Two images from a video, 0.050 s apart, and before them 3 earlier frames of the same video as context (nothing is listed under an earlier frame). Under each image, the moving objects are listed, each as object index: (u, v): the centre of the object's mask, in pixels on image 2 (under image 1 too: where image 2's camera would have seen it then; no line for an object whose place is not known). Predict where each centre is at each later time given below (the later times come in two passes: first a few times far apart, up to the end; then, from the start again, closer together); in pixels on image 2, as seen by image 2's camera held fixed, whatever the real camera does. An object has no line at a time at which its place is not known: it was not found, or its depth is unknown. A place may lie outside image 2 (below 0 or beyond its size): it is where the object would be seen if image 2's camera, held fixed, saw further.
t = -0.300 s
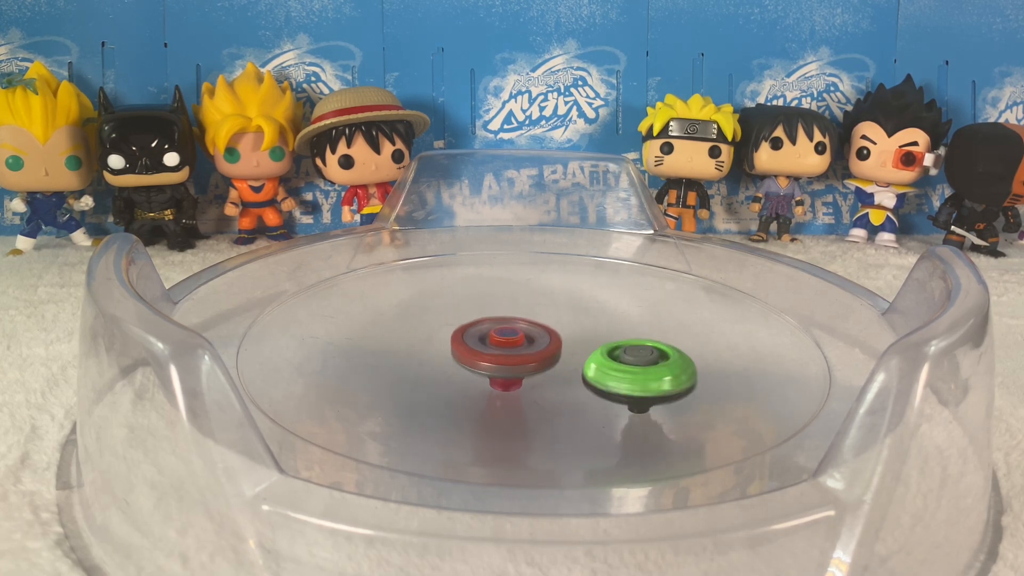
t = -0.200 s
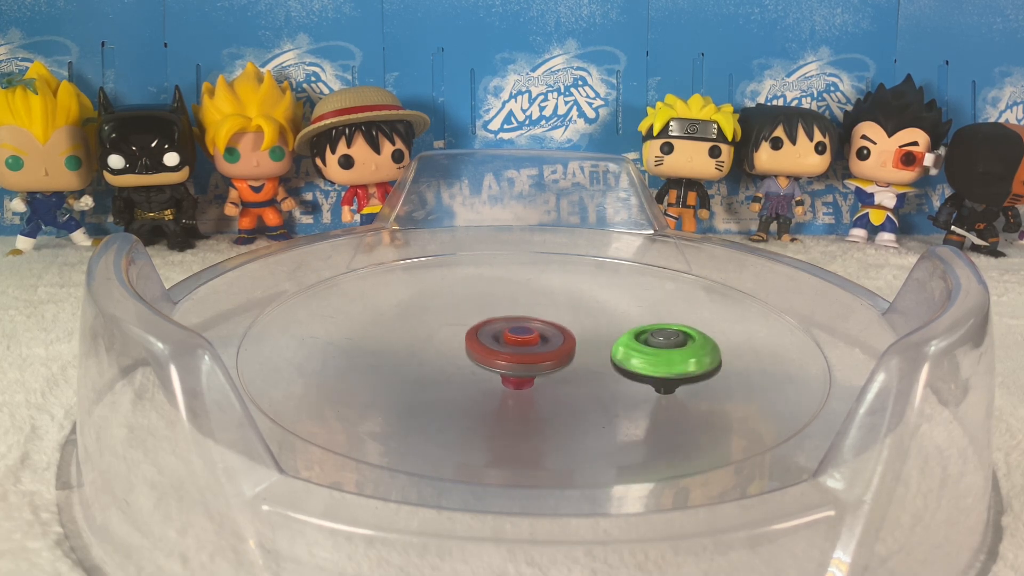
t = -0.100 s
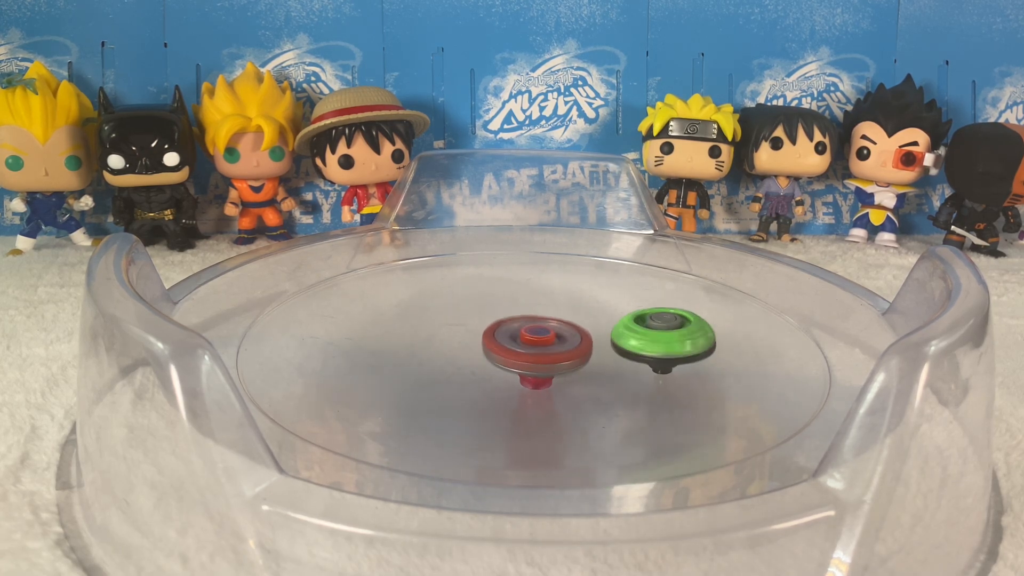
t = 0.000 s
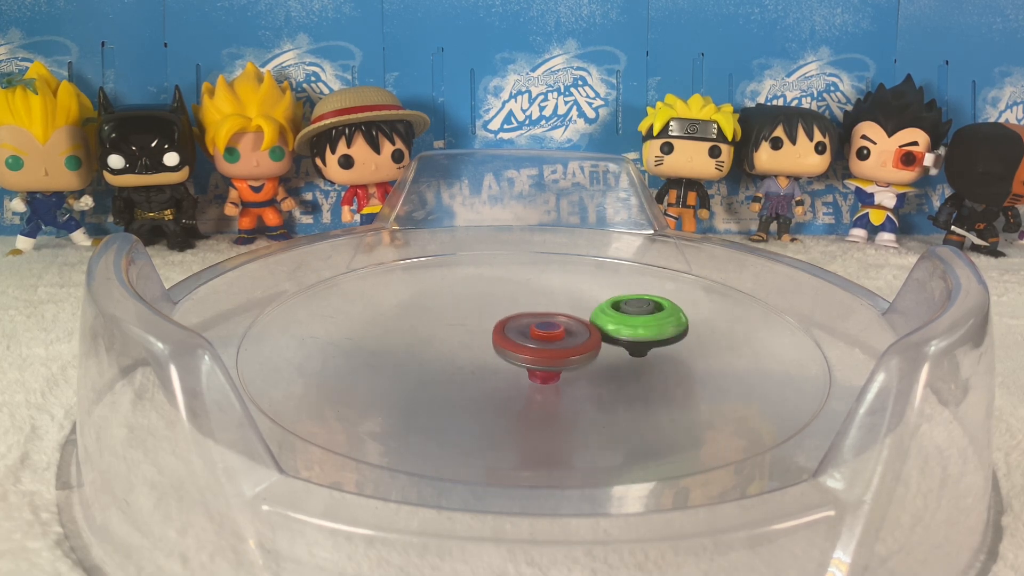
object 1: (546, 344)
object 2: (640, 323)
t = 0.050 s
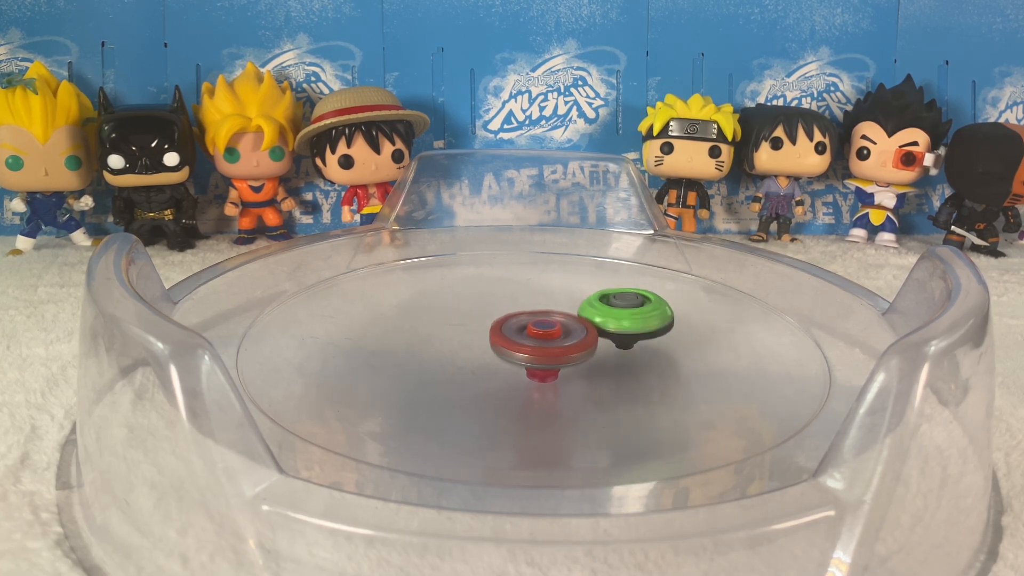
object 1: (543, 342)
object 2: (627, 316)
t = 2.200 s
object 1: (527, 352)
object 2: (455, 314)
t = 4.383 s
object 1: (549, 345)
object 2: (435, 348)
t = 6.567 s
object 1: (569, 345)
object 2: (460, 347)
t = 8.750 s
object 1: (507, 354)
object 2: (516, 300)
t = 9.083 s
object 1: (545, 349)
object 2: (445, 314)
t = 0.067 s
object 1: (541, 341)
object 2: (622, 313)
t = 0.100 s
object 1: (537, 340)
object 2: (610, 310)
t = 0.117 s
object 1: (536, 339)
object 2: (605, 308)
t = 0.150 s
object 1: (524, 342)
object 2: (596, 303)
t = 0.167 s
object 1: (515, 344)
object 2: (595, 297)
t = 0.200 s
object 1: (501, 347)
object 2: (590, 290)
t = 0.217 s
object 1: (496, 349)
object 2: (586, 287)
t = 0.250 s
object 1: (488, 352)
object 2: (573, 284)
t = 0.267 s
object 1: (487, 353)
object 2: (566, 283)
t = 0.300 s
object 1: (486, 356)
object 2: (551, 282)
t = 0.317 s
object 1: (487, 357)
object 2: (543, 282)
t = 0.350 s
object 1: (492, 361)
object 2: (528, 282)
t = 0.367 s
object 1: (494, 362)
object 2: (521, 283)
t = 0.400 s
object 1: (502, 364)
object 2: (507, 285)
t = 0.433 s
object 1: (511, 366)
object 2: (493, 288)
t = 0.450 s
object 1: (516, 367)
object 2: (487, 289)
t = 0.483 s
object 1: (526, 368)
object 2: (476, 294)
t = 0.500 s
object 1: (532, 368)
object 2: (470, 296)
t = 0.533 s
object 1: (542, 367)
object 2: (461, 301)
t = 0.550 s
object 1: (547, 367)
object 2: (457, 304)
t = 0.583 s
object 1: (556, 365)
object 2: (450, 310)
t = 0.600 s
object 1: (560, 364)
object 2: (447, 313)
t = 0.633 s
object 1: (567, 361)
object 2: (443, 320)
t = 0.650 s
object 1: (570, 360)
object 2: (442, 323)
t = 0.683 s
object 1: (574, 356)
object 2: (441, 330)
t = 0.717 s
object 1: (575, 352)
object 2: (442, 338)
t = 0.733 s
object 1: (575, 350)
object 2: (443, 341)
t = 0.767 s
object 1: (573, 347)
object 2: (448, 348)
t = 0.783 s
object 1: (571, 345)
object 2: (451, 352)
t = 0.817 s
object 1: (567, 341)
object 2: (459, 358)
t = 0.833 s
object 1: (564, 339)
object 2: (464, 362)
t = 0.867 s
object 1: (558, 336)
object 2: (475, 367)
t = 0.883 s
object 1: (555, 334)
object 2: (481, 369)
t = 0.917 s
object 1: (548, 329)
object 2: (494, 374)
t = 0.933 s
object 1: (542, 327)
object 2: (501, 375)
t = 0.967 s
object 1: (531, 325)
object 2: (515, 379)
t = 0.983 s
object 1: (526, 325)
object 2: (512, 380)
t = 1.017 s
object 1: (514, 325)
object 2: (528, 381)
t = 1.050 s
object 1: (505, 328)
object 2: (553, 382)
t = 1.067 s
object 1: (501, 329)
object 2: (561, 382)
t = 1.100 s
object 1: (492, 330)
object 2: (574, 381)
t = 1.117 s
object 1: (488, 331)
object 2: (581, 381)
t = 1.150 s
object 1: (481, 333)
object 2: (593, 379)
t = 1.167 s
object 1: (477, 335)
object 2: (599, 378)
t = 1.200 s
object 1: (473, 338)
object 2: (608, 376)
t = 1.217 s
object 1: (471, 339)
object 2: (612, 374)
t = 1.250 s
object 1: (469, 343)
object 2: (620, 371)
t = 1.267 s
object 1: (469, 345)
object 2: (623, 369)
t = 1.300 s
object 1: (470, 349)
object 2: (627, 366)
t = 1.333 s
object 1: (473, 352)
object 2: (629, 362)
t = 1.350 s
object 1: (476, 354)
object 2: (629, 360)
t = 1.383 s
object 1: (483, 357)
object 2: (629, 356)
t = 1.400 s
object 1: (486, 358)
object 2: (628, 355)
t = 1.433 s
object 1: (496, 361)
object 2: (624, 351)
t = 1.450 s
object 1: (501, 362)
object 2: (622, 349)
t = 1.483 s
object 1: (512, 363)
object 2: (617, 346)
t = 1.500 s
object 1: (517, 363)
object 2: (615, 344)
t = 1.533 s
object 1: (523, 363)
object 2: (614, 339)
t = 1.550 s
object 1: (523, 363)
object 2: (614, 336)
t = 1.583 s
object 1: (524, 363)
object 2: (611, 331)
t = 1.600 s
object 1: (526, 362)
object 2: (608, 329)
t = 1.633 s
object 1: (531, 361)
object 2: (602, 325)
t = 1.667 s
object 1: (536, 359)
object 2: (593, 320)
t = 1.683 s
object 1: (539, 358)
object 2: (588, 318)
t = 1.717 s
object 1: (543, 357)
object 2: (579, 314)
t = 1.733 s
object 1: (542, 357)
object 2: (574, 313)
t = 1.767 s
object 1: (543, 356)
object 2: (564, 309)
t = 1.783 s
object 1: (543, 355)
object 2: (559, 308)
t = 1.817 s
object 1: (542, 353)
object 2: (549, 307)
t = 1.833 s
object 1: (542, 352)
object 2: (543, 306)
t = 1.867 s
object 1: (540, 350)
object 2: (532, 304)
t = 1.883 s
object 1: (540, 350)
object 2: (528, 303)
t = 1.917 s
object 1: (536, 350)
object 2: (518, 302)
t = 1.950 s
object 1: (532, 349)
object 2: (508, 302)
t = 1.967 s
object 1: (531, 348)
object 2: (503, 302)
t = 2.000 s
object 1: (529, 347)
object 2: (494, 302)
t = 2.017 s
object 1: (529, 347)
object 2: (489, 303)
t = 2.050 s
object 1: (529, 347)
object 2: (481, 305)
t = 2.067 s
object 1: (527, 348)
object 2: (478, 306)
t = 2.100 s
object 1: (526, 350)
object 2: (470, 307)
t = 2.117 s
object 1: (525, 351)
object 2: (467, 308)
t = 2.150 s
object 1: (524, 352)
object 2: (462, 311)
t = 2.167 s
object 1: (525, 352)
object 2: (459, 312)
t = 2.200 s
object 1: (527, 352)
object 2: (455, 314)
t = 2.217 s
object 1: (528, 353)
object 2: (453, 316)
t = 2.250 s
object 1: (531, 353)
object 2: (450, 320)
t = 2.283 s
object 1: (533, 353)
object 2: (448, 323)
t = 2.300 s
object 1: (534, 353)
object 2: (448, 325)
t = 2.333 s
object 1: (539, 353)
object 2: (446, 328)
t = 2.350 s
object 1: (540, 353)
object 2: (446, 329)
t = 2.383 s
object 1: (544, 352)
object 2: (446, 332)
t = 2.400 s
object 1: (550, 353)
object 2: (444, 333)
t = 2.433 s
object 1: (557, 352)
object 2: (443, 335)
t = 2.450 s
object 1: (559, 352)
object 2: (443, 336)
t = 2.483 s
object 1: (563, 350)
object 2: (446, 340)
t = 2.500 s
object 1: (564, 349)
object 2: (447, 341)
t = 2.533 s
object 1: (565, 347)
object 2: (452, 345)
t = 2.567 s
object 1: (565, 344)
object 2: (458, 348)
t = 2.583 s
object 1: (567, 343)
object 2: (459, 350)
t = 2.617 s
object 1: (571, 340)
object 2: (461, 352)
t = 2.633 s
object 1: (572, 338)
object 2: (463, 353)
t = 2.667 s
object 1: (570, 335)
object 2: (470, 356)
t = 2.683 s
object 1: (569, 334)
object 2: (474, 358)
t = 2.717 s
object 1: (566, 332)
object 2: (482, 360)
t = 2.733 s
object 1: (565, 330)
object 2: (484, 362)
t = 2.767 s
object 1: (563, 327)
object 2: (492, 364)
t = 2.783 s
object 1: (561, 326)
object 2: (485, 364)
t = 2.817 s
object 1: (556, 322)
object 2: (495, 365)
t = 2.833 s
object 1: (554, 320)
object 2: (498, 367)
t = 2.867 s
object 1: (549, 317)
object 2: (507, 368)
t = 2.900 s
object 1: (543, 316)
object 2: (517, 368)
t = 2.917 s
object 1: (540, 315)
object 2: (533, 369)
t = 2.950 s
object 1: (532, 315)
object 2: (543, 369)
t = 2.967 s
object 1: (527, 315)
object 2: (547, 369)
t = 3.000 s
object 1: (519, 317)
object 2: (557, 367)
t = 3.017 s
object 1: (515, 319)
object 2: (561, 367)
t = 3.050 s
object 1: (509, 323)
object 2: (570, 365)
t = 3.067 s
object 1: (506, 324)
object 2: (574, 365)
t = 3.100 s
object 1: (502, 325)
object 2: (585, 364)
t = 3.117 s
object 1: (500, 327)
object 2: (588, 363)
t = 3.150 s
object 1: (497, 329)
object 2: (595, 360)
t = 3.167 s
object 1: (496, 330)
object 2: (597, 359)
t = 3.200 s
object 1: (496, 333)
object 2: (601, 356)
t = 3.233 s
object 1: (497, 337)
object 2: (604, 352)
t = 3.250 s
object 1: (498, 338)
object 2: (604, 351)
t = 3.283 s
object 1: (495, 340)
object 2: (611, 347)
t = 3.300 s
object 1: (490, 340)
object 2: (619, 346)
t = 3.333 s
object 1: (484, 341)
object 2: (629, 342)
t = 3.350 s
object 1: (483, 341)
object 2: (632, 340)
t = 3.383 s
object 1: (484, 343)
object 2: (633, 336)
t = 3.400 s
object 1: (485, 344)
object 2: (632, 335)
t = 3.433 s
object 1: (489, 347)
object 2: (630, 331)
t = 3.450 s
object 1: (492, 348)
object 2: (628, 329)
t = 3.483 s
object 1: (498, 350)
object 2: (623, 326)
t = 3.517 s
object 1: (504, 352)
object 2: (618, 323)
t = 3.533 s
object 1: (508, 353)
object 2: (614, 322)
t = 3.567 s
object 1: (515, 354)
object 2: (607, 320)
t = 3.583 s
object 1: (519, 354)
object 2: (604, 319)
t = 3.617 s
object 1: (527, 354)
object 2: (597, 317)
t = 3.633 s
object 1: (531, 353)
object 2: (593, 316)
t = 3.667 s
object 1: (538, 352)
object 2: (586, 312)
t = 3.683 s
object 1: (537, 353)
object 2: (582, 311)
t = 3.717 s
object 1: (534, 356)
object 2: (576, 306)
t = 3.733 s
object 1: (532, 357)
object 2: (572, 305)
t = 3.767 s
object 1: (531, 358)
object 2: (564, 303)
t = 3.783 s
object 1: (532, 358)
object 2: (559, 302)
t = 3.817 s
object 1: (535, 357)
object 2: (549, 301)
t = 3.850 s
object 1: (539, 357)
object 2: (539, 301)
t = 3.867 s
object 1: (542, 356)
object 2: (533, 302)
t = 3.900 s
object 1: (546, 355)
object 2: (523, 302)
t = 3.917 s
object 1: (548, 354)
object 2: (518, 303)
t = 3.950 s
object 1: (550, 352)
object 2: (507, 304)
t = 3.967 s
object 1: (551, 351)
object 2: (502, 306)
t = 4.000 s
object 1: (551, 350)
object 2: (493, 309)
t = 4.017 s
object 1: (551, 349)
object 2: (488, 311)
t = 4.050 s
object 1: (552, 348)
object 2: (480, 314)
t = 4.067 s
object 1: (553, 348)
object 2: (475, 315)
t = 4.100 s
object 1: (553, 348)
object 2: (468, 318)
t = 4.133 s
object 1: (552, 348)
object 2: (462, 321)
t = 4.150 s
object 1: (551, 348)
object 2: (459, 323)
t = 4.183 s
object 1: (548, 347)
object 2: (453, 327)
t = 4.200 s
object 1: (550, 348)
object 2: (450, 327)
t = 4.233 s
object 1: (552, 348)
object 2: (442, 330)
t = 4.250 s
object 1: (552, 348)
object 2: (440, 332)
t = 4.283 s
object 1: (553, 348)
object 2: (436, 335)
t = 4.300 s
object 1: (552, 348)
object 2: (435, 337)
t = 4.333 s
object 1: (551, 347)
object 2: (434, 342)
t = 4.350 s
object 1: (551, 346)
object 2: (434, 343)
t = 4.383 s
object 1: (549, 345)
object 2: (435, 348)
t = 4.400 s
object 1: (549, 345)
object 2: (436, 350)
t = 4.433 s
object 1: (549, 344)
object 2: (439, 354)
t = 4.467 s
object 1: (548, 343)
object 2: (444, 357)
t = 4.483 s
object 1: (548, 343)
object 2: (447, 359)
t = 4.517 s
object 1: (551, 343)
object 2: (448, 363)
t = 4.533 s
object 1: (553, 342)
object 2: (449, 364)
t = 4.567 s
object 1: (557, 342)
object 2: (454, 368)
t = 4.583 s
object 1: (557, 342)
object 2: (458, 369)
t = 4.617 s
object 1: (557, 342)
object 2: (465, 372)
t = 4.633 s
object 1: (557, 342)
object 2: (469, 373)
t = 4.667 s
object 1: (555, 342)
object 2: (477, 375)
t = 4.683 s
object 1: (554, 341)
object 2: (482, 376)
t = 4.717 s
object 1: (554, 339)
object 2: (489, 378)
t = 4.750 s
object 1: (552, 337)
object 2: (498, 380)
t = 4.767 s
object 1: (551, 335)
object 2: (502, 380)
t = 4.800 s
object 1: (550, 333)
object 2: (510, 381)
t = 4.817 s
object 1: (549, 332)
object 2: (514, 382)
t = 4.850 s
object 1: (547, 330)
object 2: (523, 382)
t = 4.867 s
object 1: (546, 329)
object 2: (528, 382)
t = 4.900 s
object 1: (542, 329)
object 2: (537, 381)
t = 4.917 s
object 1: (539, 328)
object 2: (542, 381)
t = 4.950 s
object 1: (533, 328)
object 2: (550, 379)
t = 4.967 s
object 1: (530, 327)
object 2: (555, 379)
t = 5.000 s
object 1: (525, 326)
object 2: (565, 381)
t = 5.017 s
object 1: (523, 326)
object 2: (569, 381)
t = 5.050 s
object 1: (519, 326)
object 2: (577, 379)
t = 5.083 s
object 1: (515, 327)
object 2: (585, 377)
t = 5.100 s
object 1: (514, 327)
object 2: (589, 376)
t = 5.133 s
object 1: (511, 329)
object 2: (594, 373)
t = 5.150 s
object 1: (509, 329)
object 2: (596, 371)
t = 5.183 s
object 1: (508, 332)
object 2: (600, 367)
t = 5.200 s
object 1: (508, 333)
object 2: (601, 365)
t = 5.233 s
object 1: (508, 335)
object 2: (602, 362)
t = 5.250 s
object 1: (507, 335)
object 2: (606, 360)
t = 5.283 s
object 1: (499, 334)
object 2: (617, 358)
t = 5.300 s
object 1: (497, 334)
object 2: (619, 357)
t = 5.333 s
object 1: (494, 333)
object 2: (621, 353)
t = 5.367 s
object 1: (493, 334)
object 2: (621, 349)
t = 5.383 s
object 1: (494, 335)
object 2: (620, 347)
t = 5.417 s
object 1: (495, 336)
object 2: (619, 343)
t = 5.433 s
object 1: (496, 337)
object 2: (617, 341)
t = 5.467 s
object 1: (498, 338)
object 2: (613, 338)
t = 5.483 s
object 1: (499, 339)
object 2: (611, 336)
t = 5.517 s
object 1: (501, 340)
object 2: (605, 333)
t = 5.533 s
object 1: (502, 341)
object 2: (602, 331)
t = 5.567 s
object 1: (499, 342)
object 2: (600, 327)
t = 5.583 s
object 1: (496, 343)
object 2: (600, 325)
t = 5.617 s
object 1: (491, 343)
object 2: (596, 322)
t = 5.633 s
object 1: (490, 343)
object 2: (593, 321)
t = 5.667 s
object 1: (490, 343)
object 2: (586, 318)
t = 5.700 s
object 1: (493, 343)
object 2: (580, 316)
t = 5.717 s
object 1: (495, 343)
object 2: (577, 315)
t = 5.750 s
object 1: (499, 344)
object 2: (570, 313)
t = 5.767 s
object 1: (501, 344)
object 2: (567, 311)
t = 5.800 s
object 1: (503, 345)
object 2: (560, 309)
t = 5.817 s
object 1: (502, 345)
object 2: (557, 308)
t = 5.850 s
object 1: (503, 347)
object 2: (549, 306)
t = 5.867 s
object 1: (504, 347)
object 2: (546, 305)
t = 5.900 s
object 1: (505, 348)
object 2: (538, 305)
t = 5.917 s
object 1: (507, 349)
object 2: (534, 304)
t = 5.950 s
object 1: (510, 349)
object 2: (525, 304)
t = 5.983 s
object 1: (513, 350)
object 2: (517, 304)
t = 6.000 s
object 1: (515, 351)
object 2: (513, 305)
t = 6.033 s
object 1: (518, 352)
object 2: (505, 305)
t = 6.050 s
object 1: (520, 352)
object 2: (501, 306)
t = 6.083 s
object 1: (524, 355)
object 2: (494, 307)
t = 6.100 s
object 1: (527, 356)
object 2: (491, 306)
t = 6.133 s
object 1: (532, 359)
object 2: (484, 307)
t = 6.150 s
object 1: (535, 360)
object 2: (481, 308)
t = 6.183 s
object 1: (542, 360)
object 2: (476, 309)
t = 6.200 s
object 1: (545, 360)
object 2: (473, 311)
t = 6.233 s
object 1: (553, 359)
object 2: (469, 313)
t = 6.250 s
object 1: (556, 358)
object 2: (467, 314)
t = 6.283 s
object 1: (562, 357)
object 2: (463, 317)
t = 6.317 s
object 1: (566, 355)
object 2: (461, 321)
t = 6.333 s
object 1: (566, 354)
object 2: (460, 322)
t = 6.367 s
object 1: (567, 351)
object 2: (459, 326)
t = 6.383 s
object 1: (567, 350)
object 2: (459, 328)
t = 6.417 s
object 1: (565, 348)
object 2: (460, 332)
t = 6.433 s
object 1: (564, 347)
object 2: (460, 334)
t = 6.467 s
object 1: (566, 346)
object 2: (458, 337)
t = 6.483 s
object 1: (567, 346)
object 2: (458, 339)
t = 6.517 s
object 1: (568, 346)
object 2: (459, 342)
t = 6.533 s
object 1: (567, 345)
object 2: (460, 344)
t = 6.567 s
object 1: (569, 345)
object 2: (460, 347)
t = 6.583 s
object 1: (570, 345)
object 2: (461, 349)
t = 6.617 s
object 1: (571, 344)
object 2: (463, 352)
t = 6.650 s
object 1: (571, 343)
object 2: (466, 356)
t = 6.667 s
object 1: (572, 343)
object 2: (466, 357)
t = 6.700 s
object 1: (576, 341)
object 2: (465, 360)
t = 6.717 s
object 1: (576, 341)
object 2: (466, 361)
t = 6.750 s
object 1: (575, 340)
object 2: (470, 364)
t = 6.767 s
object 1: (574, 340)
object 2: (472, 366)
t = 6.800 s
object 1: (570, 339)
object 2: (478, 368)
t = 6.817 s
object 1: (569, 339)
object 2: (481, 369)
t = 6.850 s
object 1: (566, 338)
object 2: (487, 371)
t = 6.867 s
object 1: (564, 338)
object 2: (490, 372)
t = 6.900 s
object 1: (564, 336)
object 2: (493, 374)
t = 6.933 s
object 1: (564, 334)
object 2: (498, 376)
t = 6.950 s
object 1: (563, 334)
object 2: (501, 376)
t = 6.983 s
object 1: (562, 332)
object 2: (507, 377)
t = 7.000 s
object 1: (561, 331)
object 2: (499, 377)
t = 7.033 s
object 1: (558, 330)
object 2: (506, 377)
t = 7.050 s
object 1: (557, 329)
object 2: (509, 377)
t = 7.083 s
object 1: (555, 328)
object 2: (514, 378)
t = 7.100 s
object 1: (554, 328)
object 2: (517, 378)
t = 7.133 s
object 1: (552, 327)
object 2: (523, 378)
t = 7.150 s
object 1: (551, 327)
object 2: (526, 377)
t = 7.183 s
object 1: (549, 326)
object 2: (531, 378)
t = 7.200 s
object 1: (548, 325)
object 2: (533, 378)
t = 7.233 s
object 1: (546, 325)
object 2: (538, 377)
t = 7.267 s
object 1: (543, 324)
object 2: (554, 377)
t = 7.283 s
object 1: (542, 324)
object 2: (556, 376)
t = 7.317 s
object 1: (538, 324)
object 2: (561, 376)
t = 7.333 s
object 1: (537, 324)
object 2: (561, 375)
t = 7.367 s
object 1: (535, 323)
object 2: (567, 374)
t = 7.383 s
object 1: (533, 323)
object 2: (568, 373)
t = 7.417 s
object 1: (529, 323)
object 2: (570, 371)
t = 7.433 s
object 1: (527, 324)
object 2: (571, 370)
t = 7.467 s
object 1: (522, 324)
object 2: (566, 369)
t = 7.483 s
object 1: (520, 325)
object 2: (567, 368)
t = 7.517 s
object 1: (517, 325)
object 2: (569, 366)
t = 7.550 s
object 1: (514, 325)
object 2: (571, 364)
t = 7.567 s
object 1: (513, 325)
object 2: (575, 365)
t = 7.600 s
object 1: (500, 316)
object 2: (596, 371)
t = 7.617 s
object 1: (493, 312)
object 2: (606, 374)
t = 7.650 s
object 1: (483, 306)
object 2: (621, 377)
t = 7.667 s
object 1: (479, 304)
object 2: (633, 378)
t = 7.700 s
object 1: (472, 302)
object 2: (639, 377)
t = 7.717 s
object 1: (470, 302)
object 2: (642, 376)
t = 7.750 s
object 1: (465, 303)
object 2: (644, 373)
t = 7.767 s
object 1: (463, 305)
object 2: (647, 372)
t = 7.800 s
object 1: (460, 308)
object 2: (651, 369)
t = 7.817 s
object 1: (459, 309)
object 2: (652, 367)
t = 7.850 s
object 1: (457, 313)
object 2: (653, 364)
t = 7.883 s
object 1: (458, 316)
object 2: (652, 361)
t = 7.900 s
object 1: (458, 318)
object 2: (650, 359)
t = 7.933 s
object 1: (459, 322)
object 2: (644, 356)
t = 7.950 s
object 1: (460, 323)
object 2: (641, 355)
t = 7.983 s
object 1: (464, 327)
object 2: (635, 352)
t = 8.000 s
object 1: (466, 328)
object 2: (631, 350)
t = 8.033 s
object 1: (470, 331)
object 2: (623, 348)
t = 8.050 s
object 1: (472, 332)
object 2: (618, 346)
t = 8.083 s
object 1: (478, 335)
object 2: (608, 344)
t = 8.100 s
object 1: (480, 336)
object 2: (603, 343)
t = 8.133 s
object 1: (486, 337)
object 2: (592, 341)
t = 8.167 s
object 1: (485, 338)
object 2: (598, 338)
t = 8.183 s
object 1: (472, 337)
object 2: (603, 335)
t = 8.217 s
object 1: (452, 336)
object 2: (633, 330)
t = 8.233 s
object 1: (444, 336)
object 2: (640, 328)
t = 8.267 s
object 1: (433, 335)
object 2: (640, 323)
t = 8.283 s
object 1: (430, 335)
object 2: (642, 322)
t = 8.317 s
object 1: (429, 336)
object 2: (640, 318)
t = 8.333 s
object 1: (430, 337)
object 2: (636, 317)
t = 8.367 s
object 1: (435, 338)
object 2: (637, 315)
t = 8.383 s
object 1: (439, 339)
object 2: (631, 313)
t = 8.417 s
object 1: (446, 341)
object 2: (620, 311)
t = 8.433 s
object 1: (449, 342)
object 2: (614, 309)
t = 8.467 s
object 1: (457, 344)
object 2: (602, 308)
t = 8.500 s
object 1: (465, 346)
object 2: (591, 306)
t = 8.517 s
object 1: (469, 346)
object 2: (585, 306)
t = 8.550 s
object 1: (477, 347)
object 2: (574, 306)
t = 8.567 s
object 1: (481, 347)
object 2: (569, 306)
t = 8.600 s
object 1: (488, 348)
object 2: (558, 306)
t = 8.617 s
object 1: (492, 348)
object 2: (553, 306)
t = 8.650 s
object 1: (498, 348)
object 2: (543, 304)
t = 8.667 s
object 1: (502, 348)
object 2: (539, 304)
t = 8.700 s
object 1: (507, 347)
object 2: (529, 303)
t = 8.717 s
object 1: (508, 348)
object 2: (524, 302)
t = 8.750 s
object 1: (507, 354)
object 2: (516, 300)
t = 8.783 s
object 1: (507, 357)
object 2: (509, 298)
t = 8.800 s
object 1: (508, 358)
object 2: (505, 298)
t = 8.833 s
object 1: (511, 360)
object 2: (496, 298)
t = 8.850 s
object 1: (512, 360)
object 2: (491, 299)
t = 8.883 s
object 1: (516, 359)
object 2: (482, 300)
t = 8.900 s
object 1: (518, 358)
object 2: (478, 300)
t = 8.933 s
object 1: (523, 357)
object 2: (470, 302)
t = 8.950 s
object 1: (525, 356)
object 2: (466, 303)
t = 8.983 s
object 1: (531, 355)
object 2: (460, 305)
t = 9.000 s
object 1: (534, 354)
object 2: (457, 306)
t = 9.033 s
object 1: (540, 352)
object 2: (451, 309)
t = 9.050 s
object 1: (542, 351)
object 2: (449, 311)
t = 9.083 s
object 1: (545, 349)
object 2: (445, 314)
